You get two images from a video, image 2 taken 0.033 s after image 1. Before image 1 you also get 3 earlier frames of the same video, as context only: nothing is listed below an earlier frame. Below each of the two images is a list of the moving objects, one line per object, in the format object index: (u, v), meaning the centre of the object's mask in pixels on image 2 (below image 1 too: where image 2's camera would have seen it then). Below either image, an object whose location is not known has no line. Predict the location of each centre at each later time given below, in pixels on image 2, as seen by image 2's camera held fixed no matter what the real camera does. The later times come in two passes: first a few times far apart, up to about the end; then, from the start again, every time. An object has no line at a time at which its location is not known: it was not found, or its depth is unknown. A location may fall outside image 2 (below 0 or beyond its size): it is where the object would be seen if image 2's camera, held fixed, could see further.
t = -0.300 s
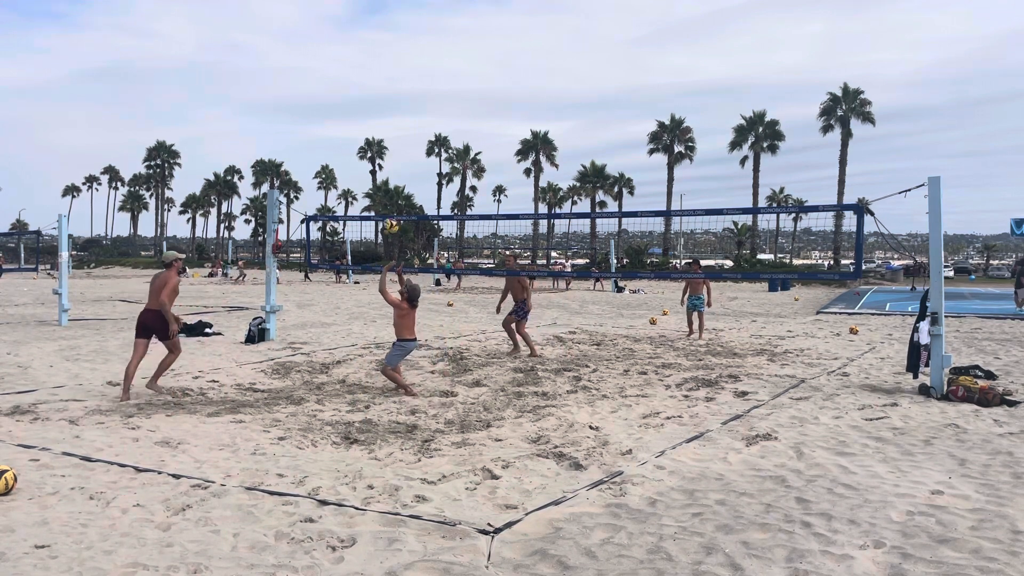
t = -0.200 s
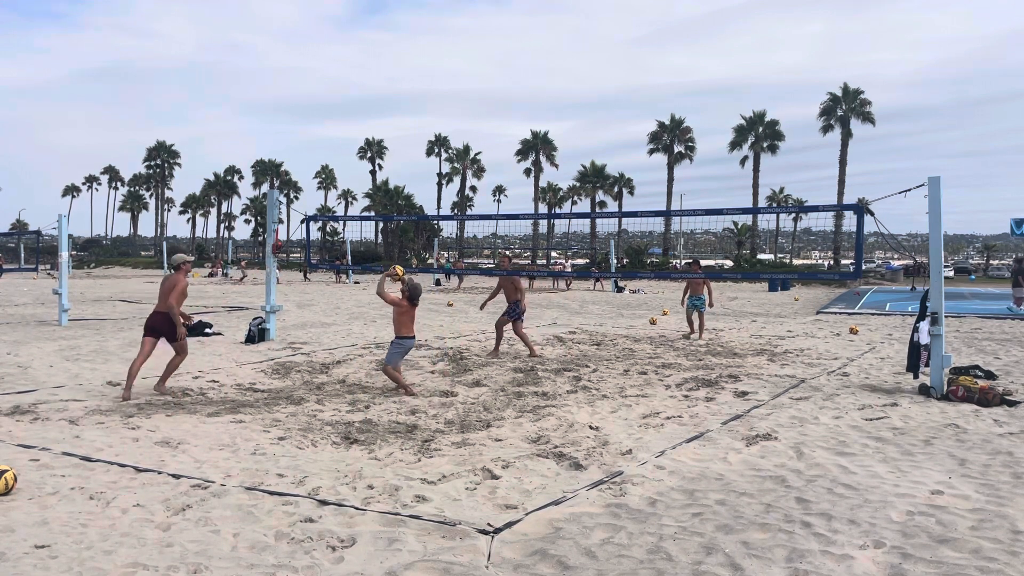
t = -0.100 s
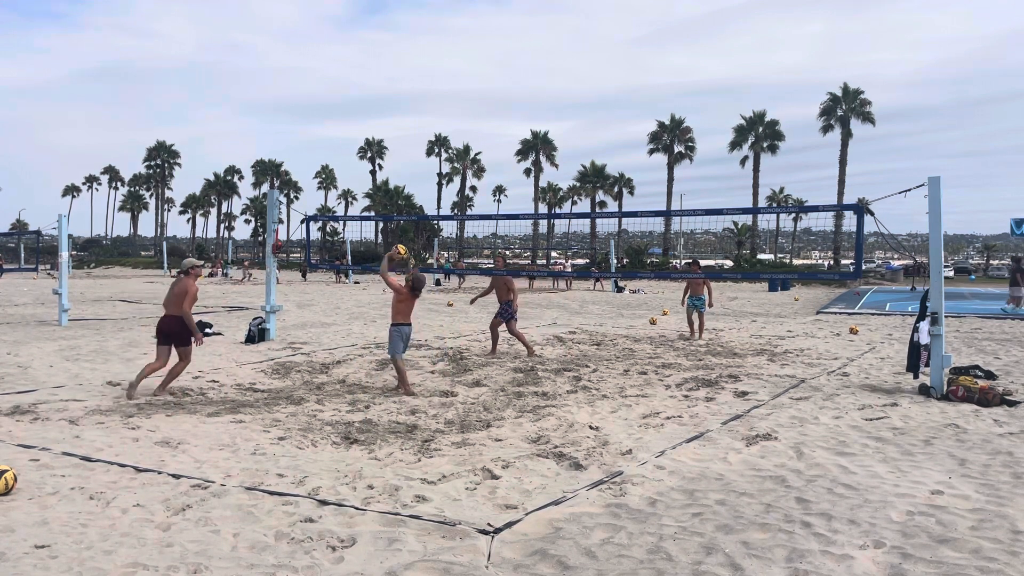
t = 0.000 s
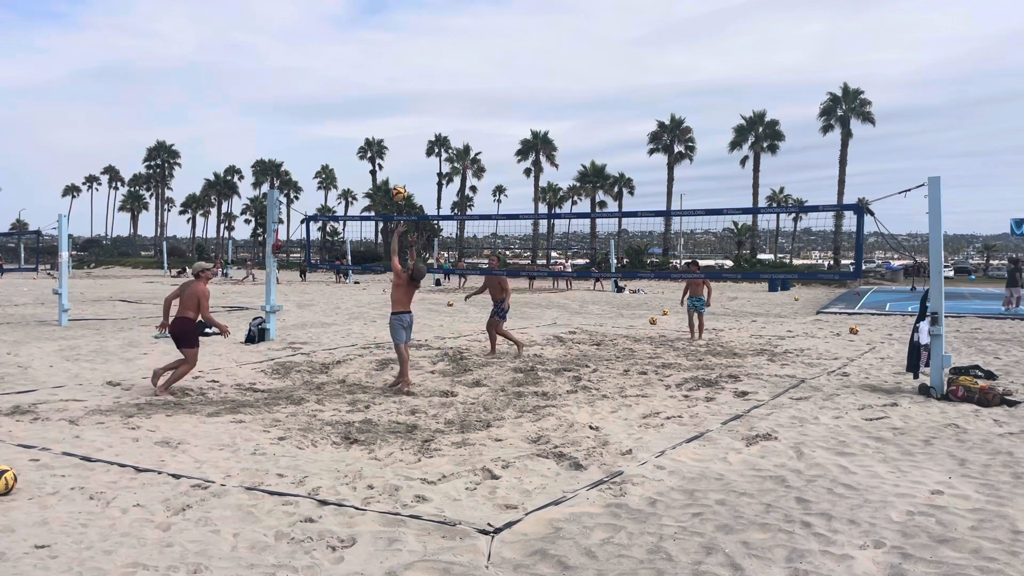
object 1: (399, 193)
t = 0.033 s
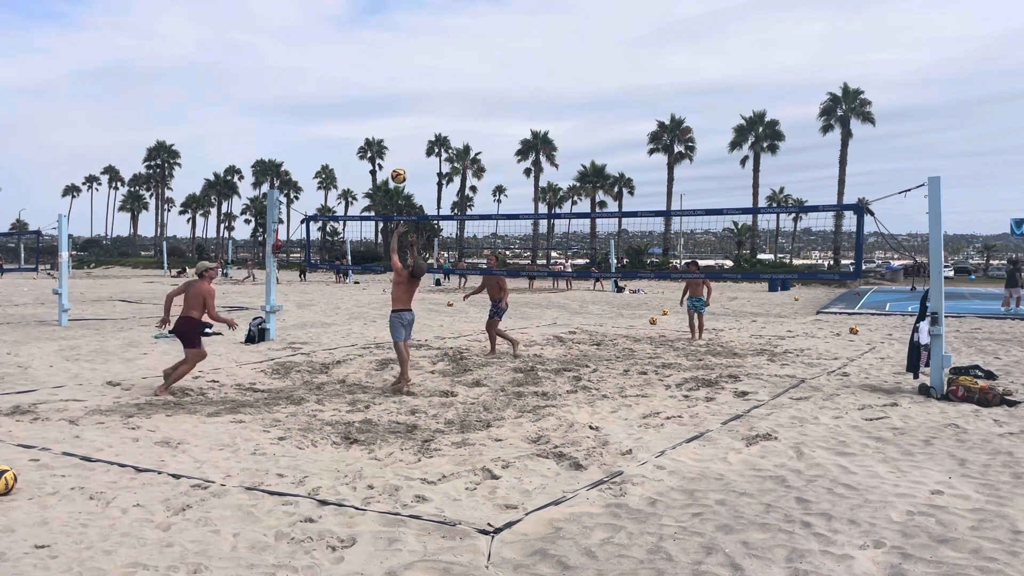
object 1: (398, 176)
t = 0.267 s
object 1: (397, 81)
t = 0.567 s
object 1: (394, 27)
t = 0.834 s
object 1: (392, 33)
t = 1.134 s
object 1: (389, 96)
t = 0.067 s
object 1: (398, 160)
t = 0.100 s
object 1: (398, 144)
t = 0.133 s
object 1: (398, 129)
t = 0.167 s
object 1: (397, 116)
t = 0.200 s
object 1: (397, 104)
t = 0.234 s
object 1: (397, 92)
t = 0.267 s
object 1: (397, 81)
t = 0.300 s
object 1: (396, 72)
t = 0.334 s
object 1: (396, 63)
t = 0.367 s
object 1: (396, 55)
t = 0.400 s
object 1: (395, 48)
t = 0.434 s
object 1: (395, 42)
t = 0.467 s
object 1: (395, 37)
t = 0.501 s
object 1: (395, 33)
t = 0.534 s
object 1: (394, 29)
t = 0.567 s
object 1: (394, 27)
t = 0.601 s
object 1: (394, 25)
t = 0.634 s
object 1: (394, 24)
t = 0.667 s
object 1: (393, 23)
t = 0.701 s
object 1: (393, 24)
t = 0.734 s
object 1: (393, 25)
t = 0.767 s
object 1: (393, 27)
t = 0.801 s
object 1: (392, 30)
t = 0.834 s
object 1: (392, 33)
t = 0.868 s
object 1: (392, 37)
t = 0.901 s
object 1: (391, 43)
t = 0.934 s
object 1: (391, 48)
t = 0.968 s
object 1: (391, 54)
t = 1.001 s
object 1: (391, 61)
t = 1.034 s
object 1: (390, 69)
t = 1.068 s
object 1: (390, 77)
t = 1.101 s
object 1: (390, 86)
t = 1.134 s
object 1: (389, 96)
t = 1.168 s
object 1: (389, 106)
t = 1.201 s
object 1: (389, 117)
